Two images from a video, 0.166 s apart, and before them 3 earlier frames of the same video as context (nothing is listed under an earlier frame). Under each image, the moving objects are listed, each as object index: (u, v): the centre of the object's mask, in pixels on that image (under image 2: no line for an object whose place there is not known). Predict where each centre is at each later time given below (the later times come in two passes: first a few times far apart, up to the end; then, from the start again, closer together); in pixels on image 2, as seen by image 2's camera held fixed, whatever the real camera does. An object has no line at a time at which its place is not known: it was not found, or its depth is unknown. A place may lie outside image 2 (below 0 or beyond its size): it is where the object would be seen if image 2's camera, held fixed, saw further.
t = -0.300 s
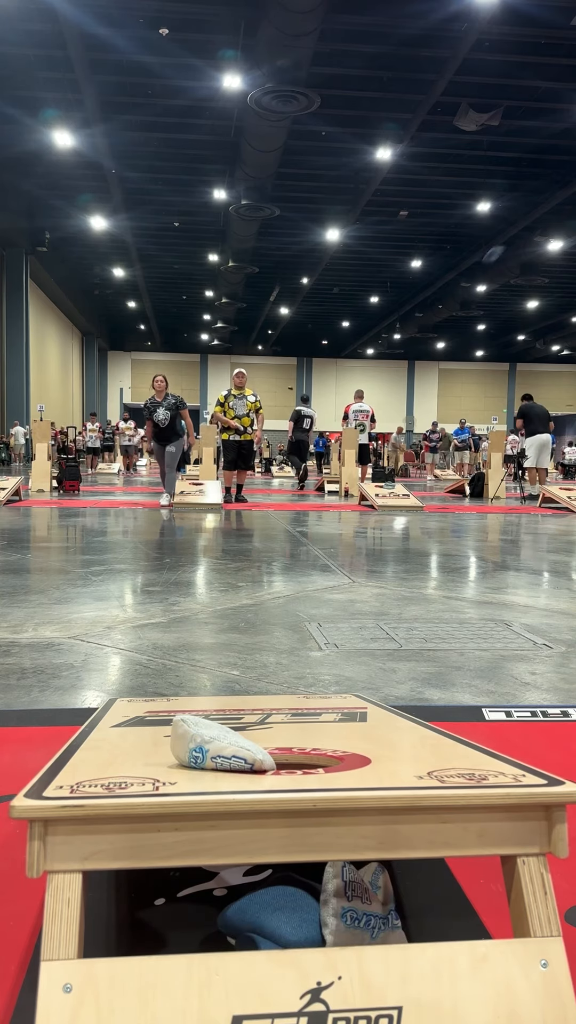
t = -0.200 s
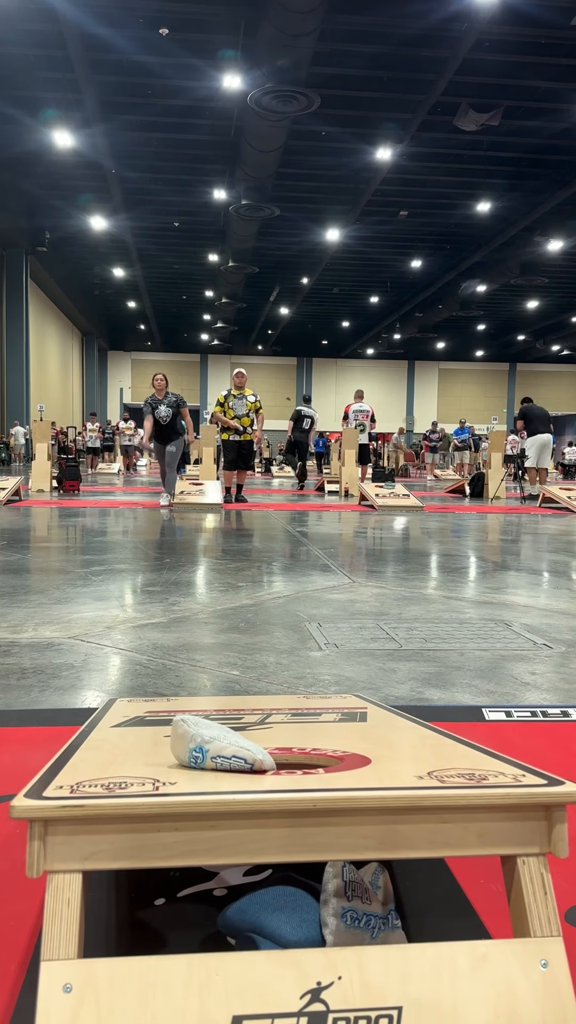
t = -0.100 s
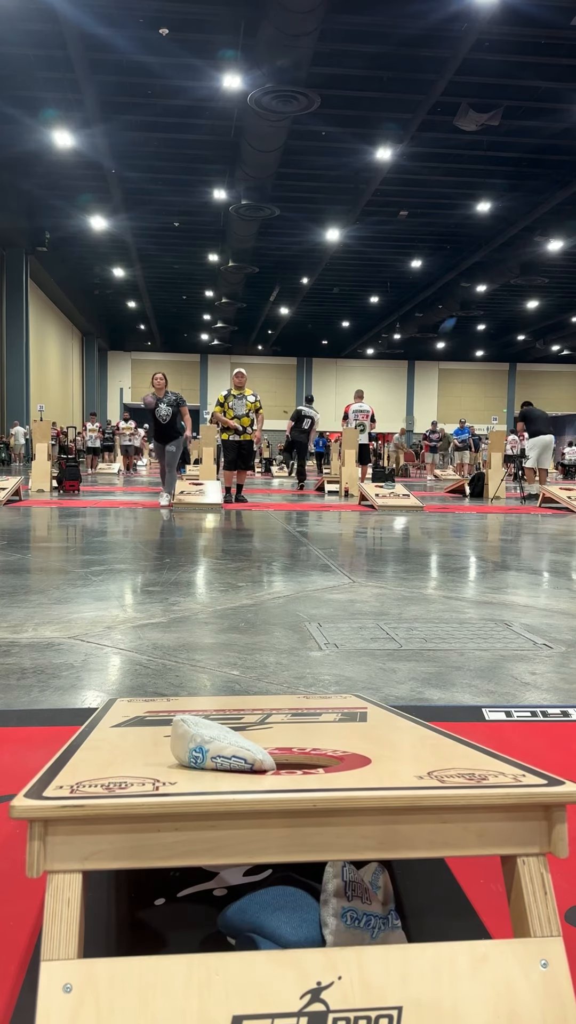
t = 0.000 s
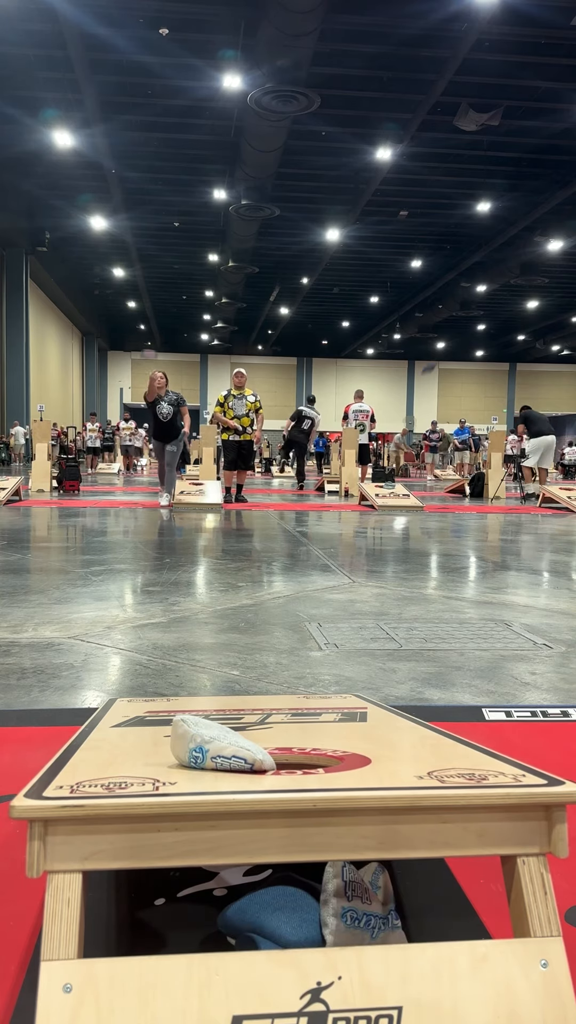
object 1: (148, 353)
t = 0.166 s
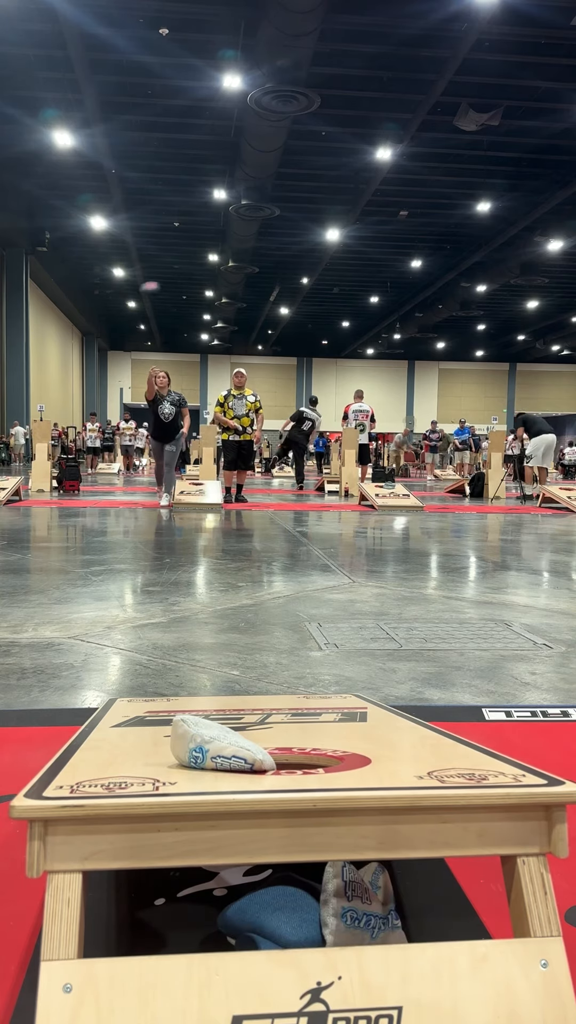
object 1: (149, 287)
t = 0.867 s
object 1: (176, 395)
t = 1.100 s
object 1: (201, 698)
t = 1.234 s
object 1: (222, 711)
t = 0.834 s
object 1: (174, 347)
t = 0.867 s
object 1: (176, 395)
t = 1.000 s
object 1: (190, 698)
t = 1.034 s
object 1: (193, 693)
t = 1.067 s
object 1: (198, 693)
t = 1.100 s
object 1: (201, 698)
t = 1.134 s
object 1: (205, 702)
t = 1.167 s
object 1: (210, 705)
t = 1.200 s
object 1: (216, 708)
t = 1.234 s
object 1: (222, 711)
